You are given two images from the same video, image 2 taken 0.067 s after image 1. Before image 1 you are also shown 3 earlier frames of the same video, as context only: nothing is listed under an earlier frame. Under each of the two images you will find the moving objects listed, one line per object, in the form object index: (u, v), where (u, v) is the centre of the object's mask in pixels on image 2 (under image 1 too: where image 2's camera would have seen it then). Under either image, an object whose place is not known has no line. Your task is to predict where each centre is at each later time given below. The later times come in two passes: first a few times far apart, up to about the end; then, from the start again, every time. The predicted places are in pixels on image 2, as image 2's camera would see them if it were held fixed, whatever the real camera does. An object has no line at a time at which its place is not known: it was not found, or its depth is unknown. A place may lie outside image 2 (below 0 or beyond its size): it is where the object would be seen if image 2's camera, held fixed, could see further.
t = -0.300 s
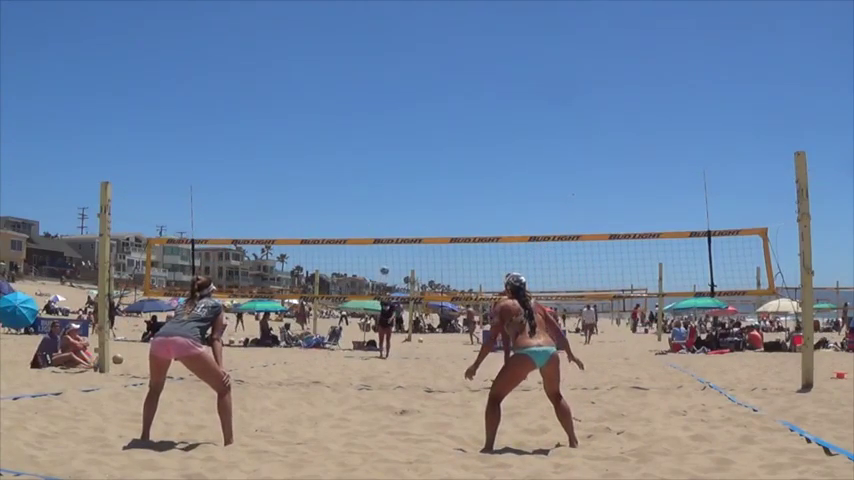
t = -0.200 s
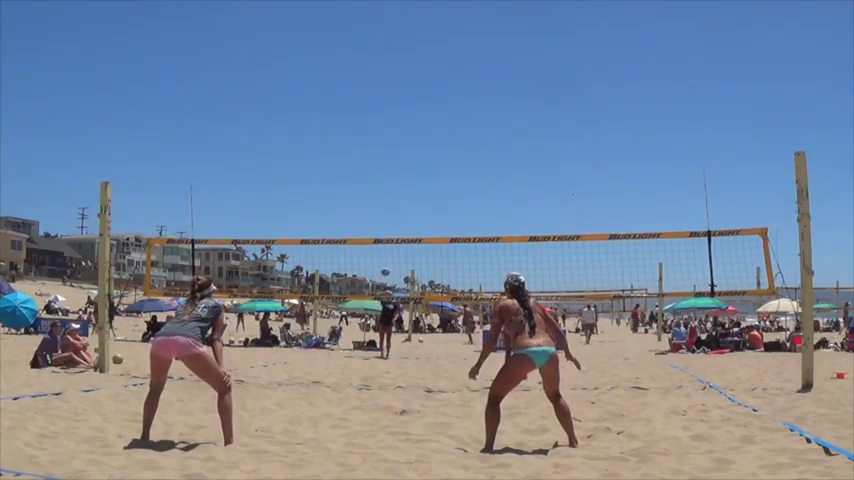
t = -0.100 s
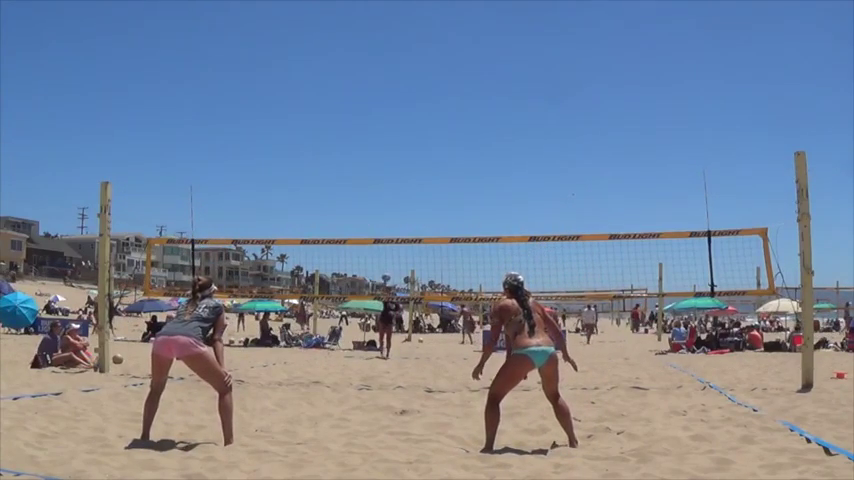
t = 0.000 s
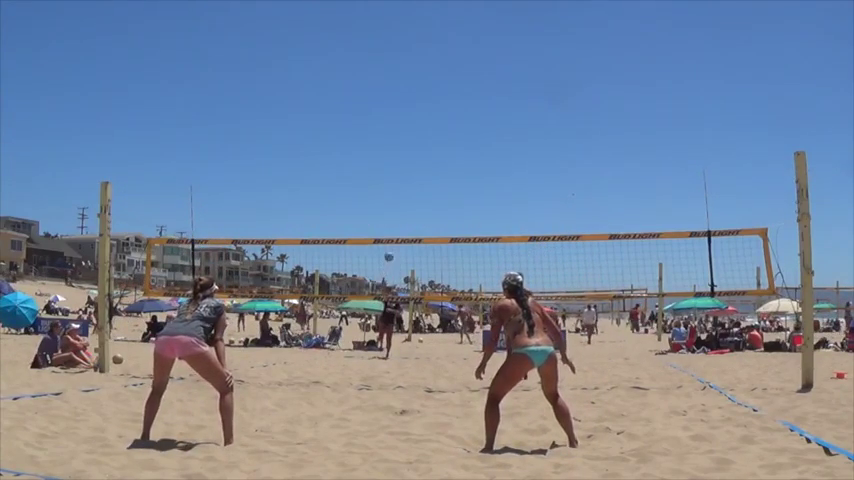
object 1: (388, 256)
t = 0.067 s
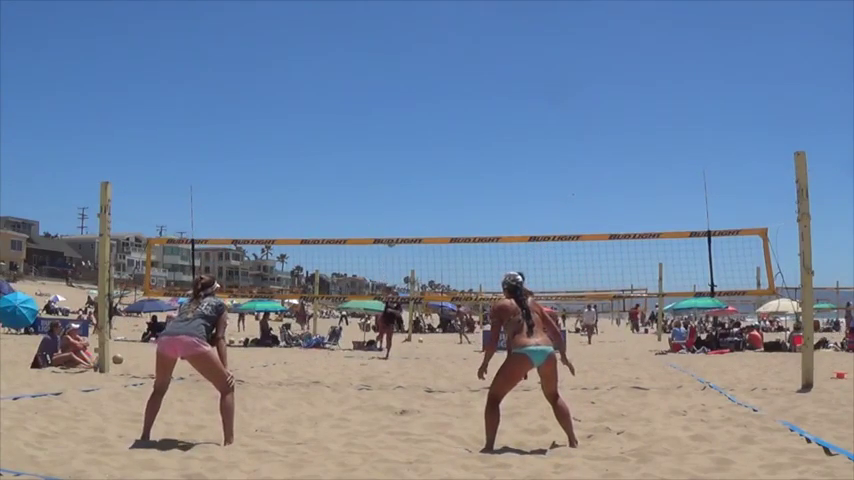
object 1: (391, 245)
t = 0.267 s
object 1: (397, 205)
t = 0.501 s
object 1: (409, 179)
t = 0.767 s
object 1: (421, 185)
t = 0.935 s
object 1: (425, 227)
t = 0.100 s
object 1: (391, 234)
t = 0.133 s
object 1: (393, 228)
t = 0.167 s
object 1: (394, 222)
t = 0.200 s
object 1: (395, 216)
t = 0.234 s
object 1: (396, 210)
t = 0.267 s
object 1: (397, 205)
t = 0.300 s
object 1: (398, 200)
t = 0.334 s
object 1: (400, 196)
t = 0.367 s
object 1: (401, 191)
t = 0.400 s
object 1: (403, 187)
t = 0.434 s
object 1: (405, 184)
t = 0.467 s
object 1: (407, 181)
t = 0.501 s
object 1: (409, 179)
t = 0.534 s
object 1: (411, 177)
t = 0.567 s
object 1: (413, 176)
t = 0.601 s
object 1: (415, 175)
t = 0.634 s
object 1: (417, 176)
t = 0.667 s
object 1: (418, 176)
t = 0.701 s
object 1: (420, 178)
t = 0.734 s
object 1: (421, 181)
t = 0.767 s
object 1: (421, 185)
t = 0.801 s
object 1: (422, 191)
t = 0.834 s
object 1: (423, 197)
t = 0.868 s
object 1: (423, 205)
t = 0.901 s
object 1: (424, 215)
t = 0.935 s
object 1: (425, 227)
